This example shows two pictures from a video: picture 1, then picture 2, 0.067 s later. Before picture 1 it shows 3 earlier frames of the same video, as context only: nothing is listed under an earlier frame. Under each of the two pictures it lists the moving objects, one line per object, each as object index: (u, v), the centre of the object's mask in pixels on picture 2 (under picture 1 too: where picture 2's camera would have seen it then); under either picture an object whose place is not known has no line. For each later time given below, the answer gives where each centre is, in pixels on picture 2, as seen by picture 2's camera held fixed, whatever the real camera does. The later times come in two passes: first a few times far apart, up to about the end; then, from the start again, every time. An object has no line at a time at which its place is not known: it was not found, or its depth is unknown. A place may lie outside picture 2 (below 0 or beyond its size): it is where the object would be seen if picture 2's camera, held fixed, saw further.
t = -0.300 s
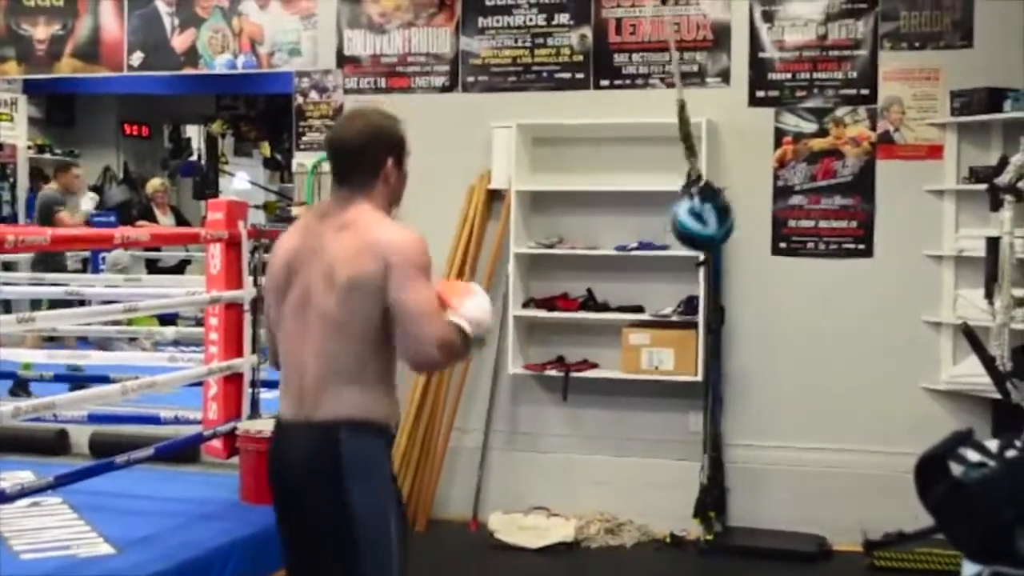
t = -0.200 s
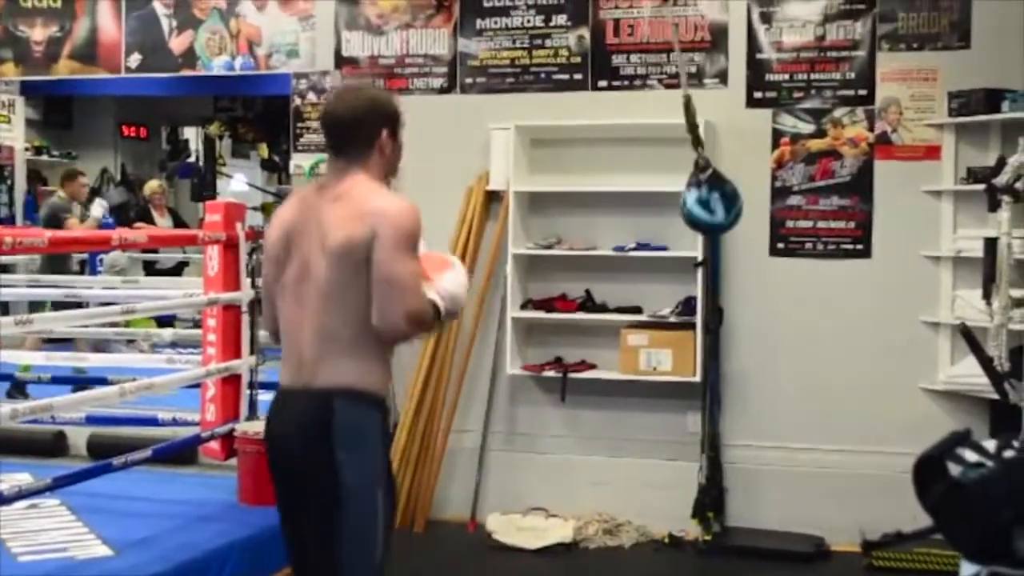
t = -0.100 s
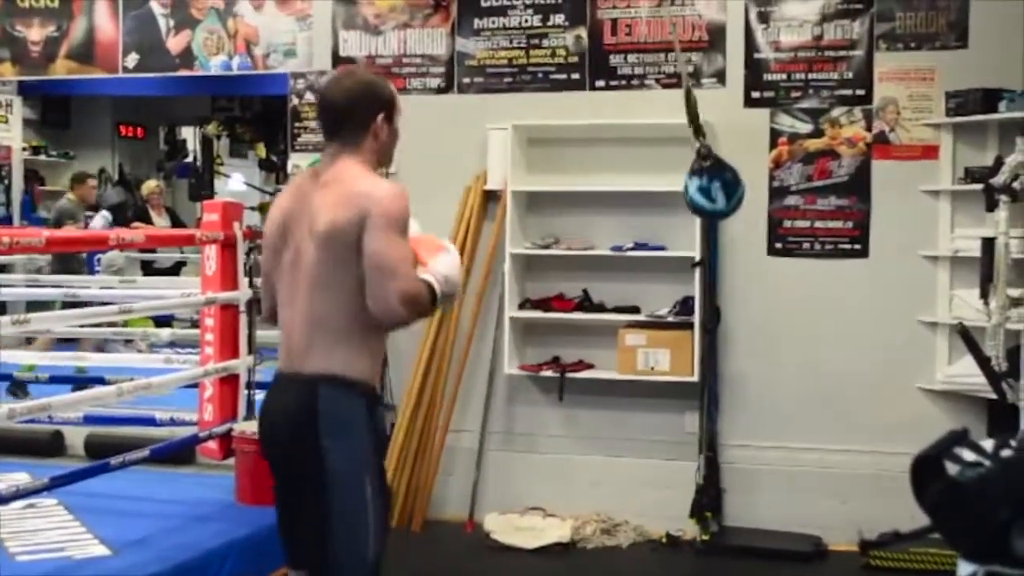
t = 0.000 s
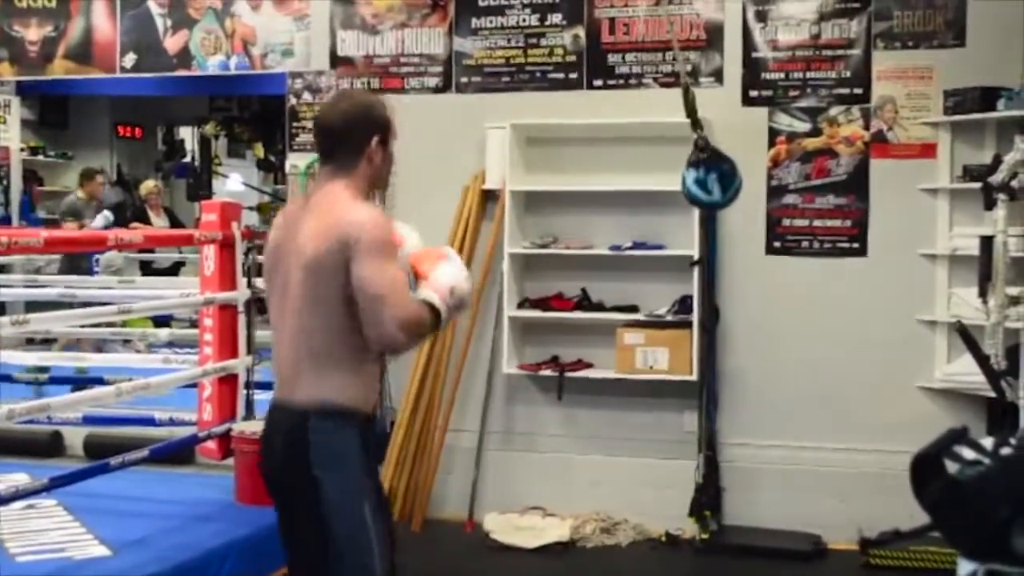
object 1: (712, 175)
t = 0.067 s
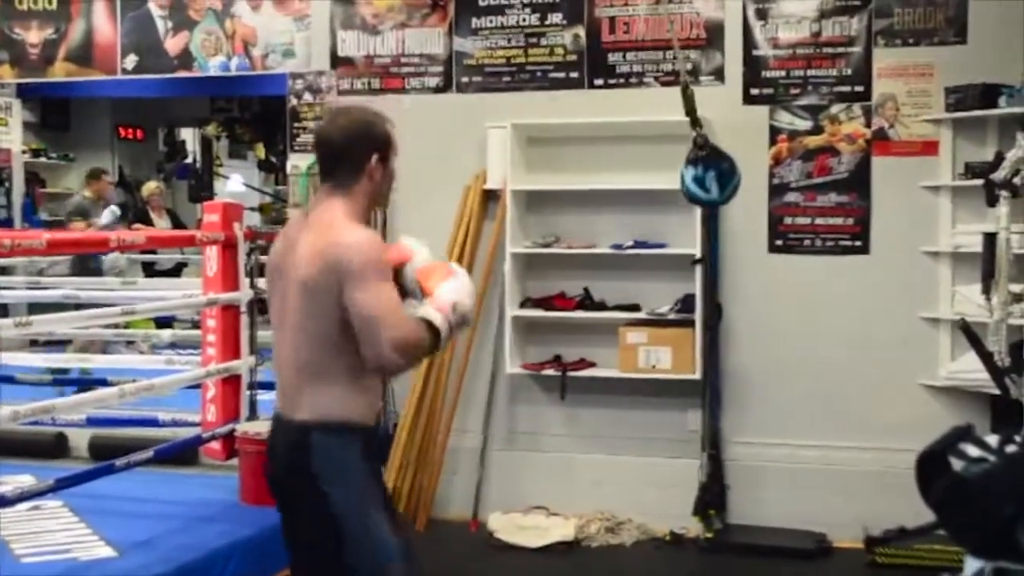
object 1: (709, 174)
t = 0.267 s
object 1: (688, 191)
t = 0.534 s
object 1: (637, 226)
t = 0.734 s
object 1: (593, 219)
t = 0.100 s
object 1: (706, 175)
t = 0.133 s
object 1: (702, 176)
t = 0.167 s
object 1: (700, 179)
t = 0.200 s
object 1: (696, 183)
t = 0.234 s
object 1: (693, 186)
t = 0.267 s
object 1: (688, 191)
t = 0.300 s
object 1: (683, 196)
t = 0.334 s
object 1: (677, 200)
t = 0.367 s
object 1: (671, 205)
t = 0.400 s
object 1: (664, 211)
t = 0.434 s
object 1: (658, 216)
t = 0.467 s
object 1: (652, 220)
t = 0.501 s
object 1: (644, 224)
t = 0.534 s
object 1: (637, 226)
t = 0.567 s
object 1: (629, 227)
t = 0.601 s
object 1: (621, 227)
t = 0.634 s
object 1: (614, 227)
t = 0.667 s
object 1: (607, 226)
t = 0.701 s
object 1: (599, 222)
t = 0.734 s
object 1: (593, 219)
